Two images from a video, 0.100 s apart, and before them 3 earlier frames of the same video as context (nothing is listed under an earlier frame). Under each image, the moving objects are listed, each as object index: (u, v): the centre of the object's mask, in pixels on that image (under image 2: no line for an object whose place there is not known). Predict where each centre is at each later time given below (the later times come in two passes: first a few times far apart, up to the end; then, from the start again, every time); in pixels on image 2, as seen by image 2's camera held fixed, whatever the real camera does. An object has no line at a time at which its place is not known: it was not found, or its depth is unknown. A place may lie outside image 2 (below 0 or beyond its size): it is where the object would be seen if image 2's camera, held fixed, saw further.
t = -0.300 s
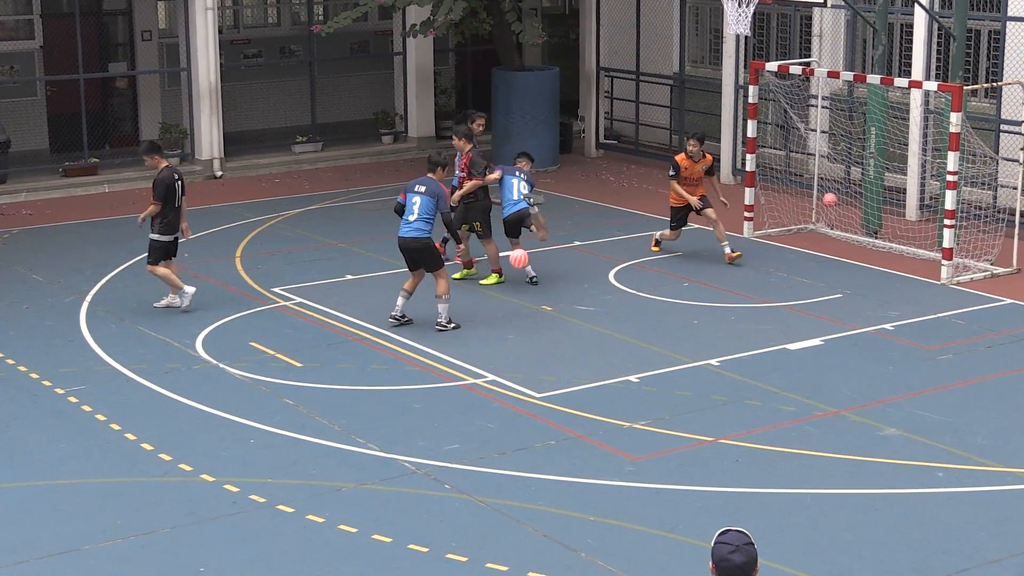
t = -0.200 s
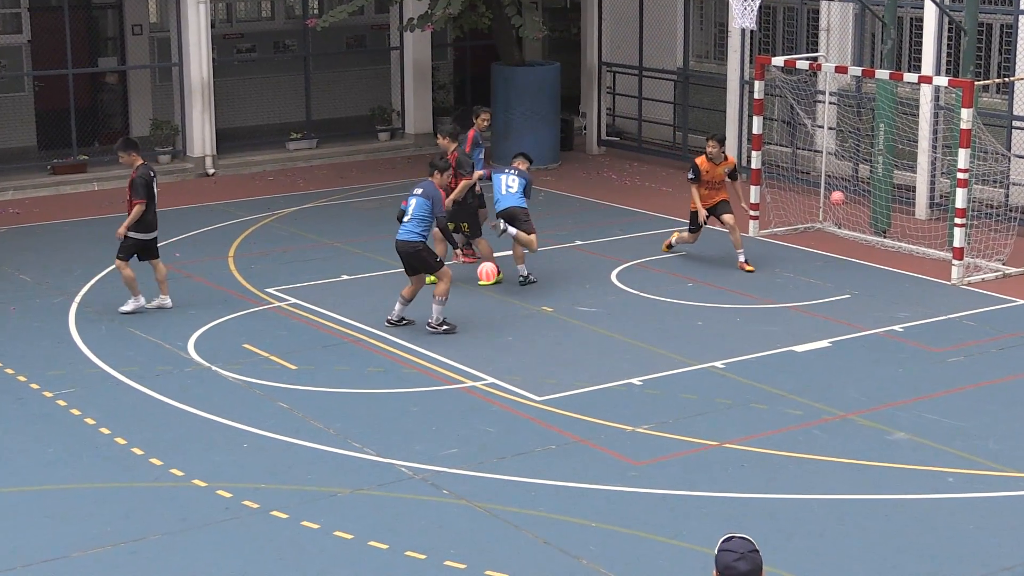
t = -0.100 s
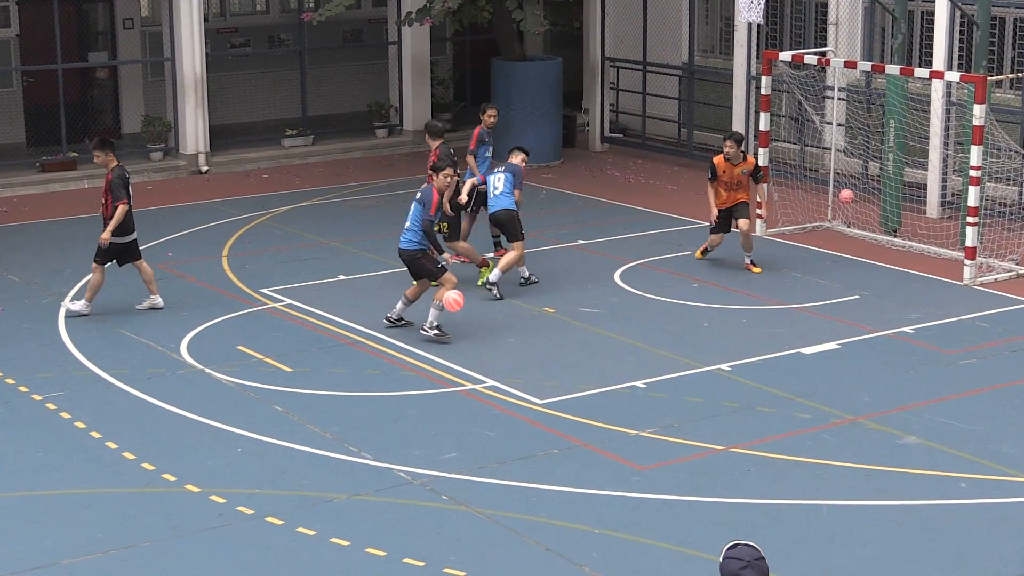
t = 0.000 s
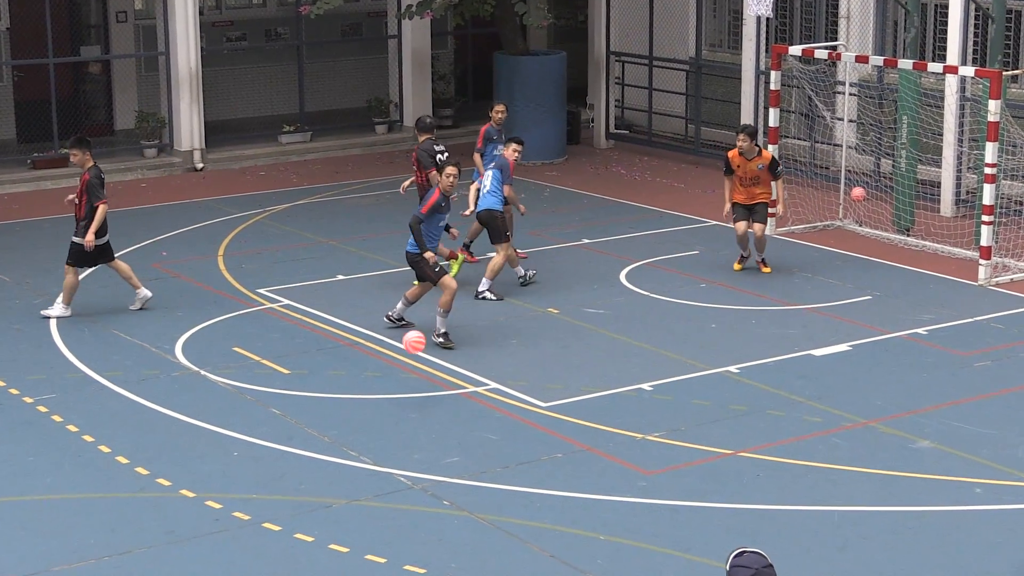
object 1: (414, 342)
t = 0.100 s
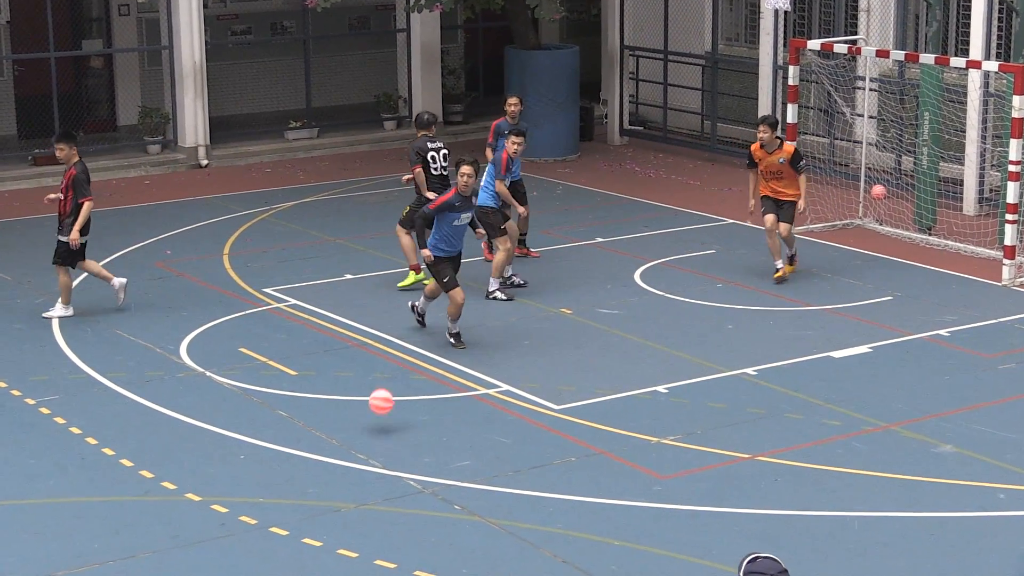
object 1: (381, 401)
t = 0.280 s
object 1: (293, 421)
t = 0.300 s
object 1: (283, 423)
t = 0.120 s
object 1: (372, 414)
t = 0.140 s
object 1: (362, 429)
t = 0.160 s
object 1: (353, 429)
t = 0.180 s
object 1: (343, 427)
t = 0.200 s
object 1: (333, 425)
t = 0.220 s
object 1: (324, 422)
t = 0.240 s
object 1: (314, 421)
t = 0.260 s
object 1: (304, 421)
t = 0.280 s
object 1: (293, 421)
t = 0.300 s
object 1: (283, 423)
